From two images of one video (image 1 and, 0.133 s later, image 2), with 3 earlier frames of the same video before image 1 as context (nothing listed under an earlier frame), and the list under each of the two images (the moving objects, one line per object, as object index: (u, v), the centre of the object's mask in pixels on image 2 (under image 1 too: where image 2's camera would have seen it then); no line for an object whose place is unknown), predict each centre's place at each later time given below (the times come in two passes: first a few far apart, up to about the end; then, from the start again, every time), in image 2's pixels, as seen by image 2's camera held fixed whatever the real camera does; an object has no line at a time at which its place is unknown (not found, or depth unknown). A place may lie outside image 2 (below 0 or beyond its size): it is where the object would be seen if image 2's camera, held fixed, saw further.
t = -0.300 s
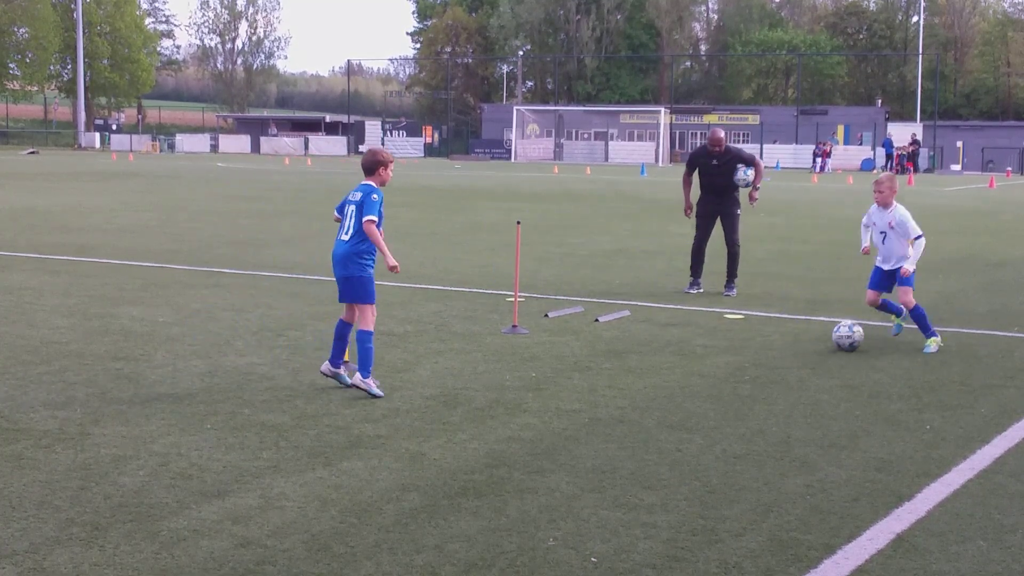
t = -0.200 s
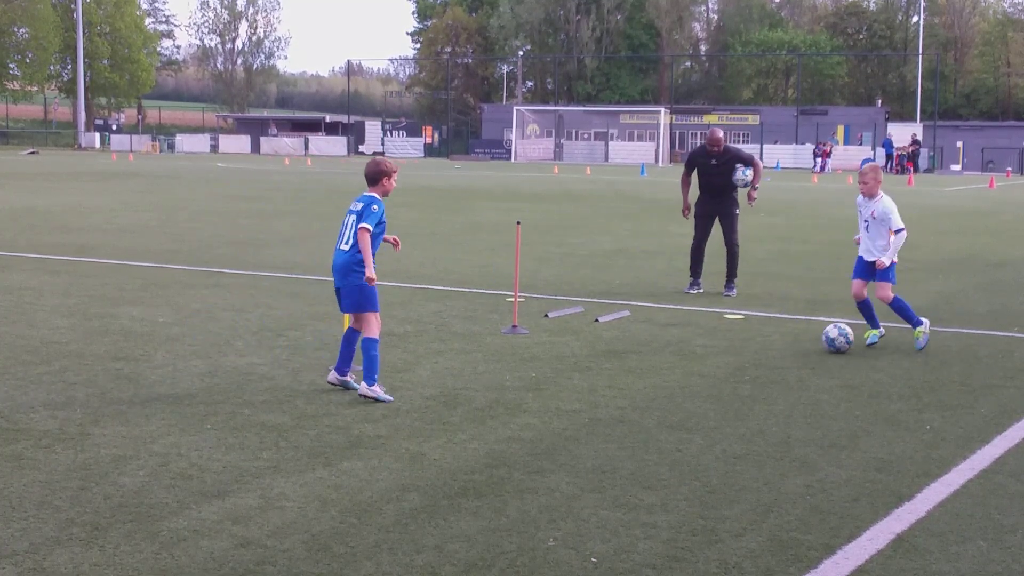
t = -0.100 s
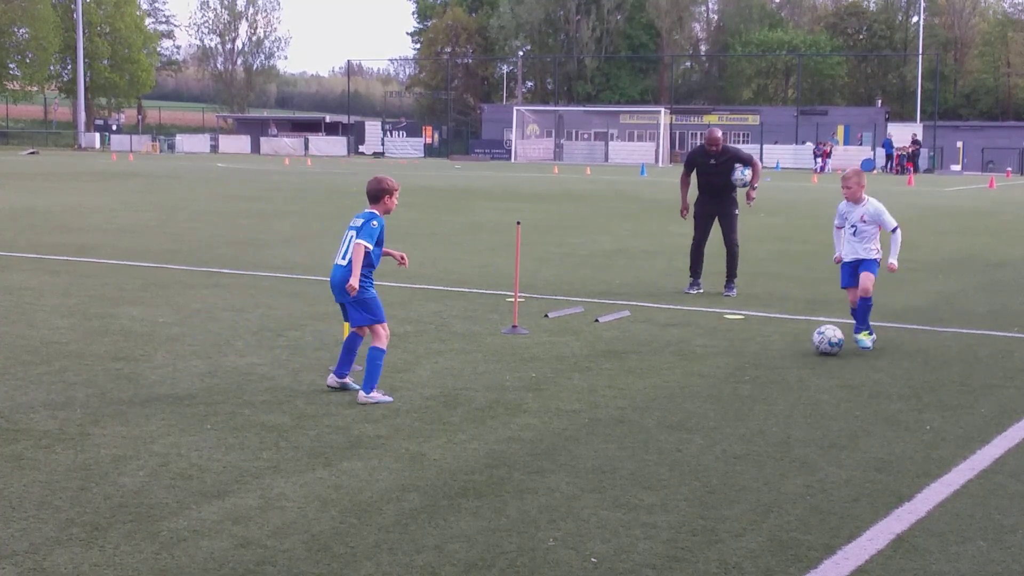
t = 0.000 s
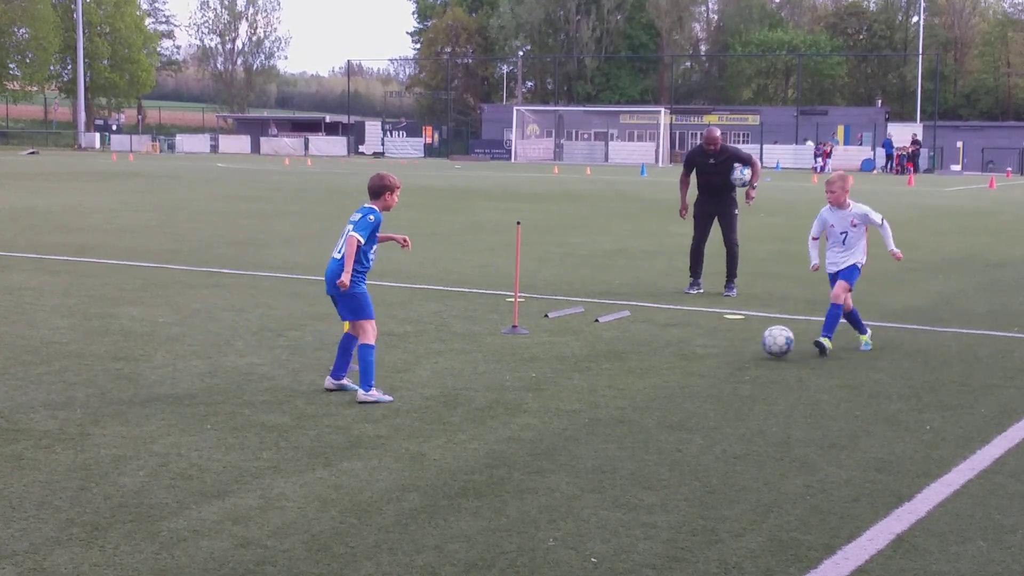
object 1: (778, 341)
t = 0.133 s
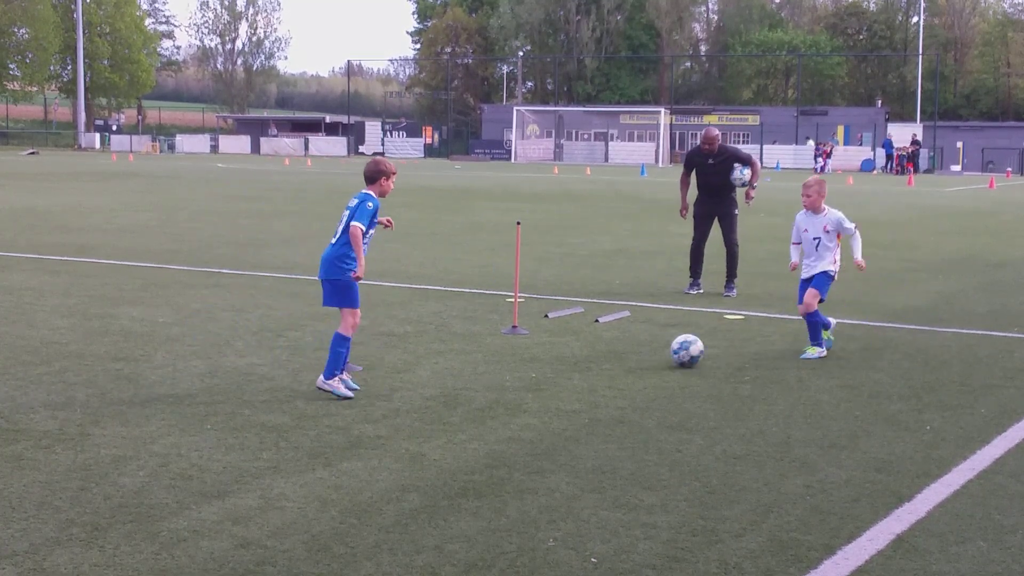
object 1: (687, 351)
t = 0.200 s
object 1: (644, 354)
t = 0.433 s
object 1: (504, 365)
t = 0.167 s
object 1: (666, 352)
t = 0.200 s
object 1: (644, 354)
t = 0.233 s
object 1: (622, 356)
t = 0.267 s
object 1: (602, 357)
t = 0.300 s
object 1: (582, 359)
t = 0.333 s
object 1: (562, 361)
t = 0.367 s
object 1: (543, 363)
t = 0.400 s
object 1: (523, 364)
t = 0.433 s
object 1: (504, 365)
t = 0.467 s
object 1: (485, 366)
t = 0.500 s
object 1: (466, 368)
